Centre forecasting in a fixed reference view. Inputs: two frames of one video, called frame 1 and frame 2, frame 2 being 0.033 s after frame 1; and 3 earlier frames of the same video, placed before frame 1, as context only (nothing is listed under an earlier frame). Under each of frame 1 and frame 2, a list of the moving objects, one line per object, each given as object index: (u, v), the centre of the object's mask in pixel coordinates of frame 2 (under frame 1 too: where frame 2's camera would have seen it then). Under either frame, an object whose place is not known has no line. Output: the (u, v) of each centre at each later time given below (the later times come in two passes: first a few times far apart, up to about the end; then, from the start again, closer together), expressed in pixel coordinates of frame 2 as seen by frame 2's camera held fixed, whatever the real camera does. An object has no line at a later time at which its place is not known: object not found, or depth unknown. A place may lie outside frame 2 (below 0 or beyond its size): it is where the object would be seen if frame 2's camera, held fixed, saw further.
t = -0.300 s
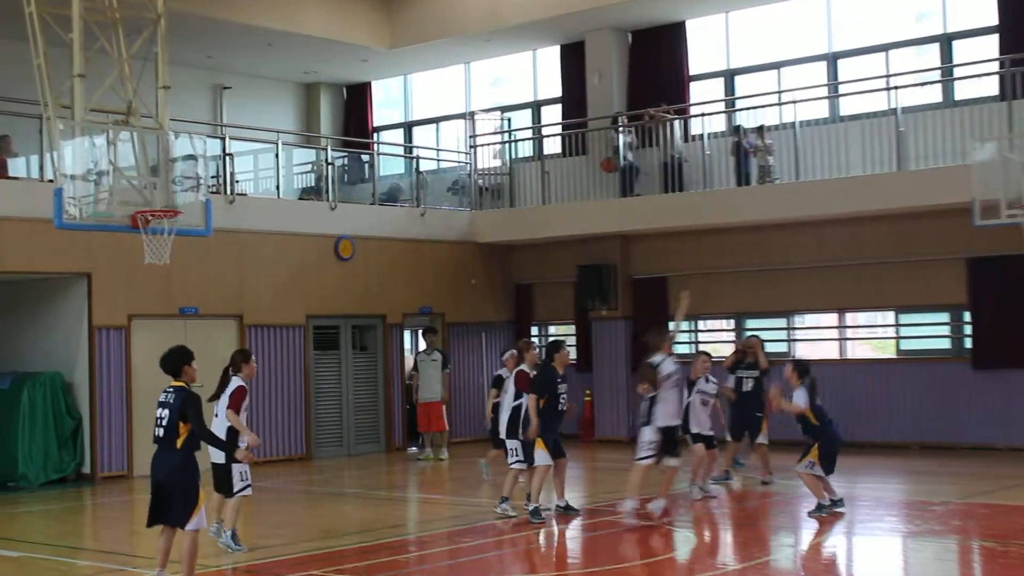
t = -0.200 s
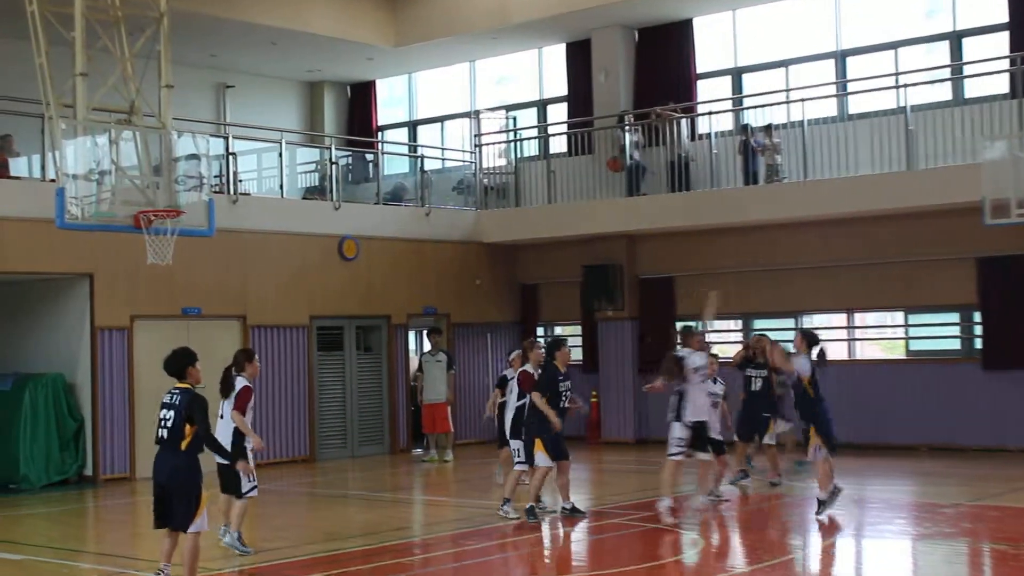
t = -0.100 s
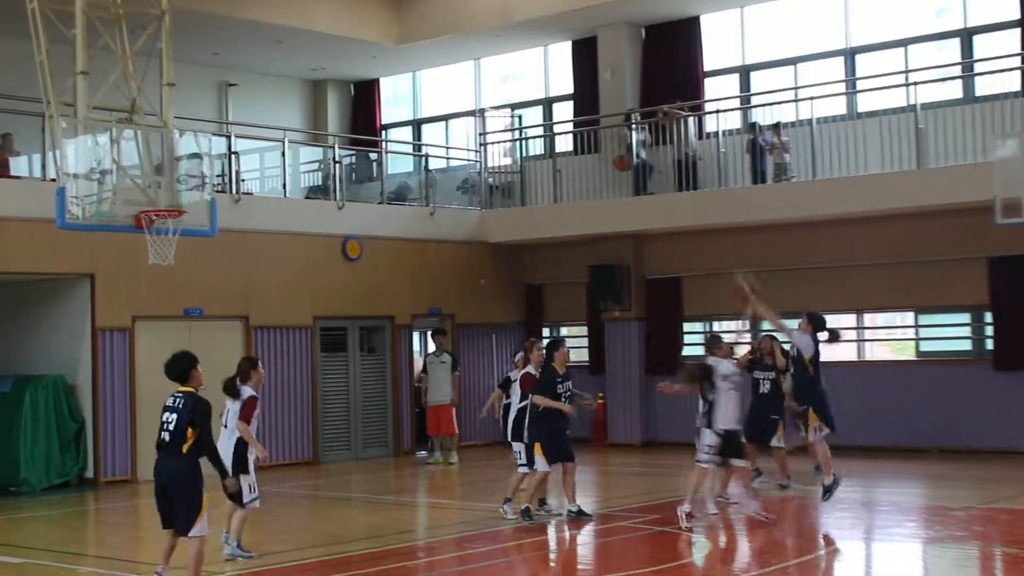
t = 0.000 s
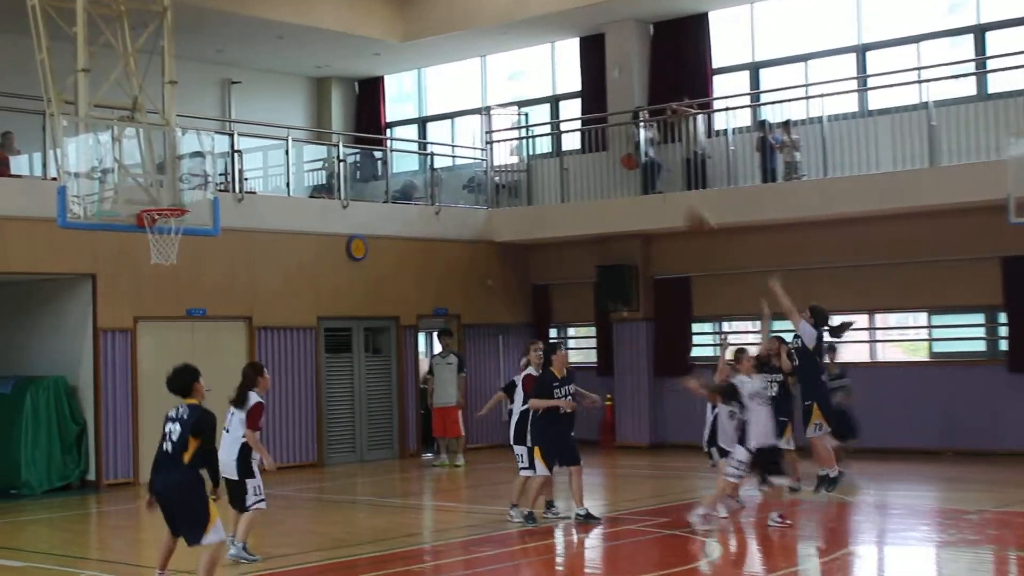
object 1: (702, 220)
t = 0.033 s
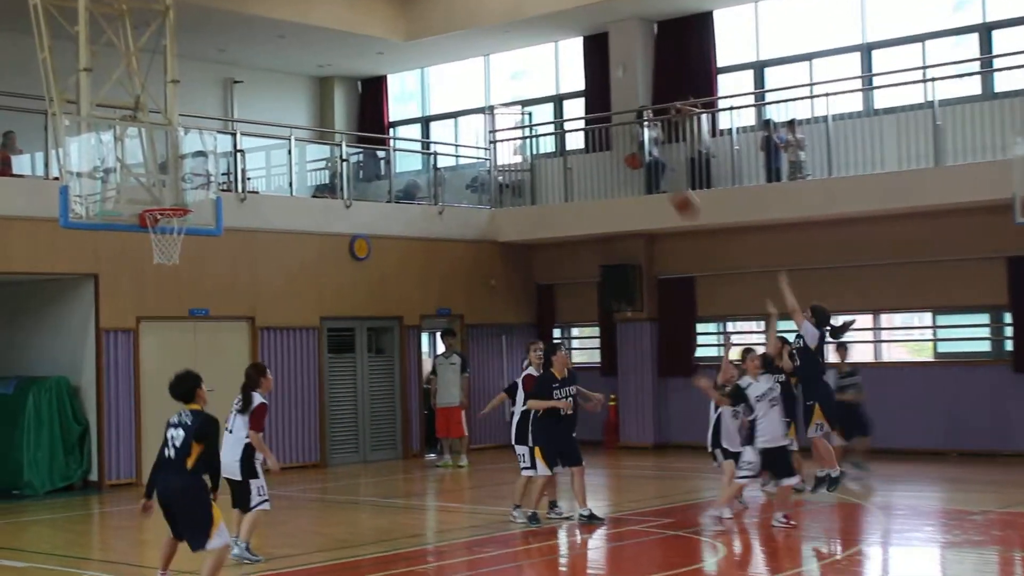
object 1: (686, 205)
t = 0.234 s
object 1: (577, 109)
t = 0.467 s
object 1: (458, 53)
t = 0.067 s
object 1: (668, 185)
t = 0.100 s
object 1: (649, 167)
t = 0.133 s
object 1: (632, 154)
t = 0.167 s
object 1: (614, 136)
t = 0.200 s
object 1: (596, 122)
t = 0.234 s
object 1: (577, 109)
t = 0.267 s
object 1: (559, 98)
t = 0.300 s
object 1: (542, 87)
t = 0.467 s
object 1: (458, 53)
